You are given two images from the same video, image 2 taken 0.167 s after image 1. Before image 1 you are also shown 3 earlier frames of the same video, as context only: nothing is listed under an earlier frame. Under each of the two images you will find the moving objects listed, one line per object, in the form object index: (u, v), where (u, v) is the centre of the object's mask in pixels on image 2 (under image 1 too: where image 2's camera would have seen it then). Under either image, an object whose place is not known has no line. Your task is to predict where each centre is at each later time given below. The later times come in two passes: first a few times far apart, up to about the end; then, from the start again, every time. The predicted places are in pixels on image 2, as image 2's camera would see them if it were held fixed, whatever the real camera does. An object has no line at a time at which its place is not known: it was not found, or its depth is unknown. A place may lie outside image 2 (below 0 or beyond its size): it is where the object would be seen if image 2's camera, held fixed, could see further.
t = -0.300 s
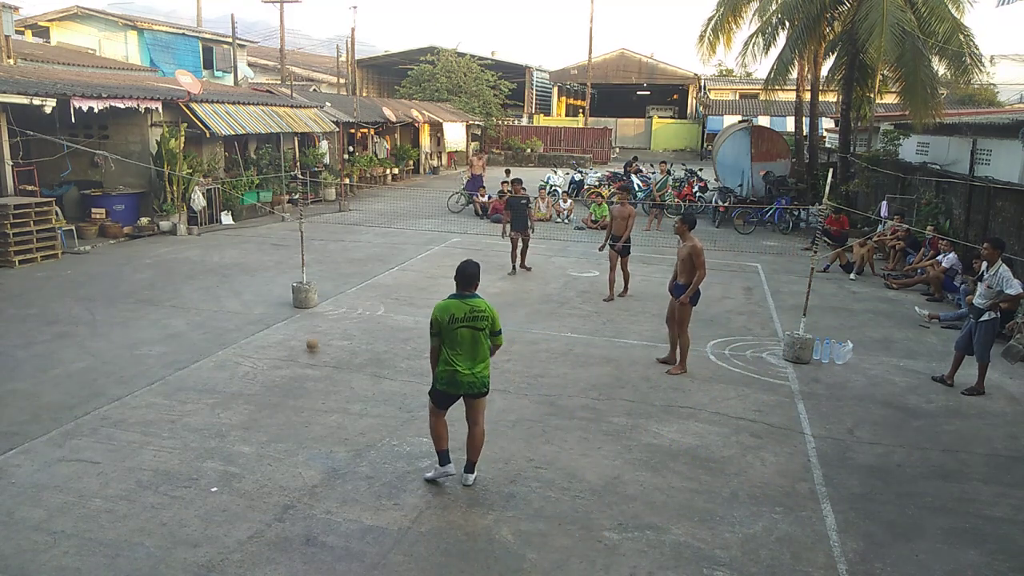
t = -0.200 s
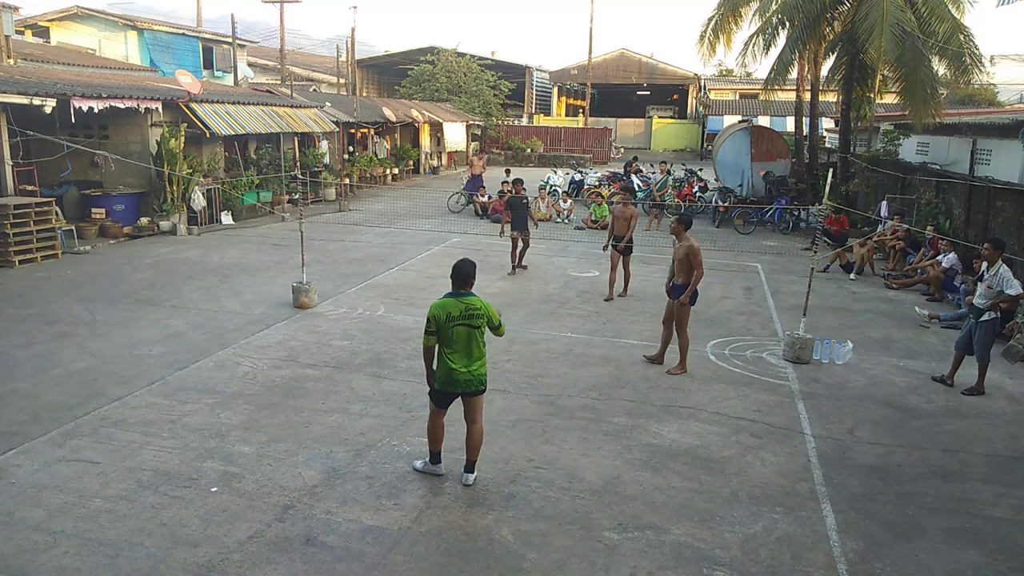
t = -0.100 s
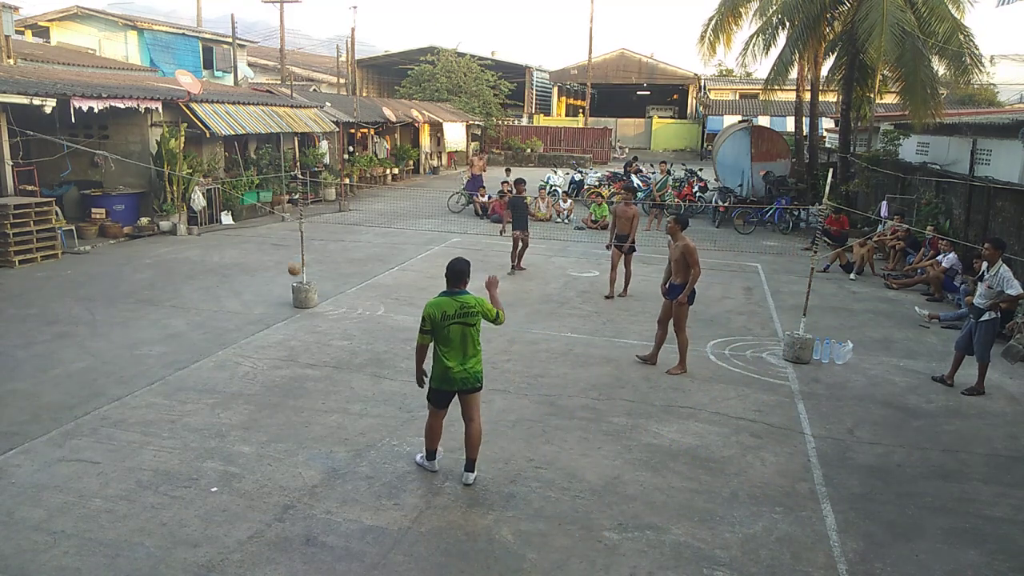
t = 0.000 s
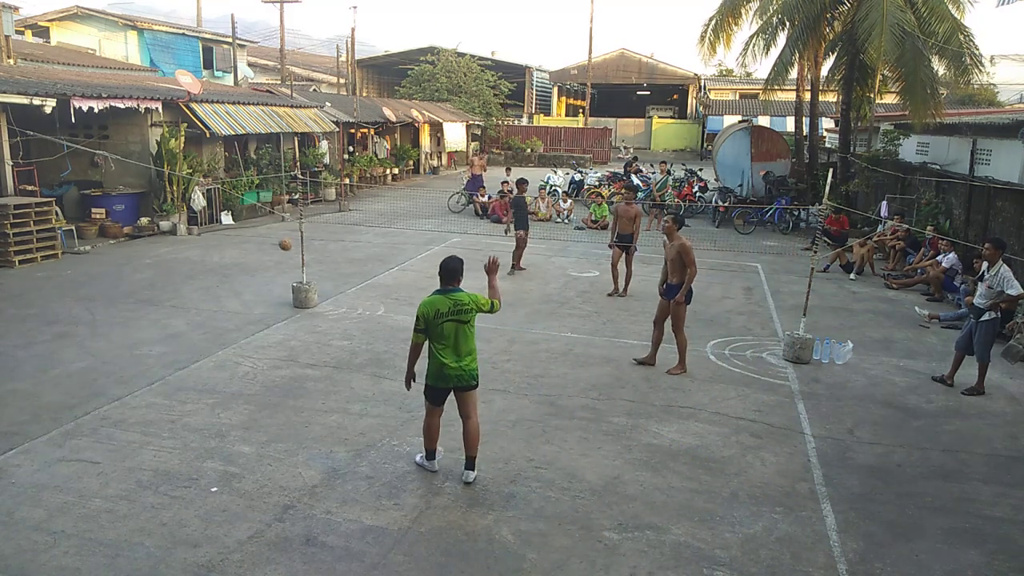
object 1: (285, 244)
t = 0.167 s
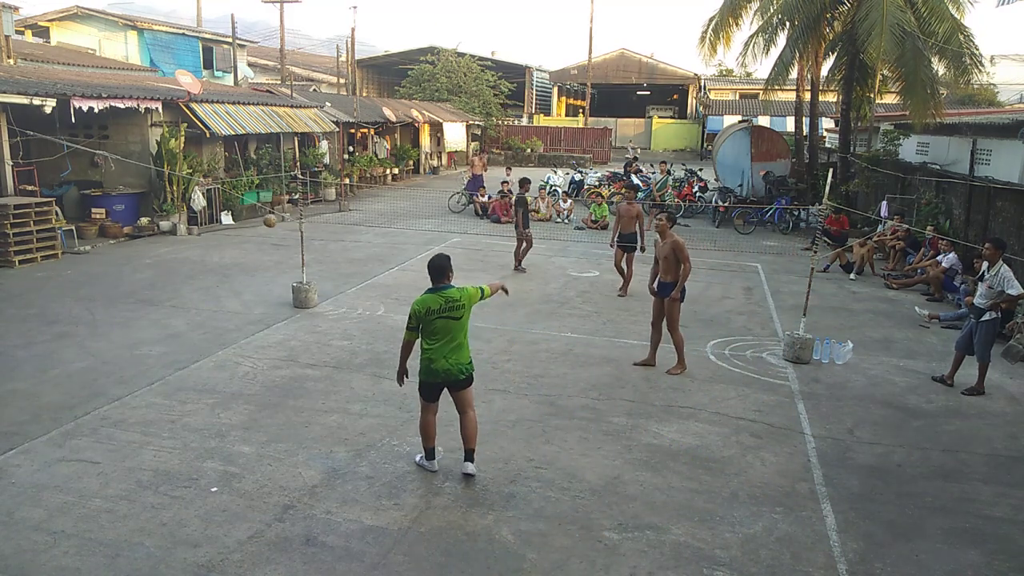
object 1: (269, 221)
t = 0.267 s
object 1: (260, 219)
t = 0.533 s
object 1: (238, 264)
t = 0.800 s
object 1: (219, 377)
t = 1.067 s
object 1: (187, 325)
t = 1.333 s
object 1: (158, 346)
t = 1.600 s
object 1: (134, 396)
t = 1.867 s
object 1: (116, 388)
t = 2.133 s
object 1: (100, 425)
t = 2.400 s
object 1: (79, 449)
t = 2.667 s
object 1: (56, 462)
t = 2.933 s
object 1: (29, 481)
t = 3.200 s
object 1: (7, 498)
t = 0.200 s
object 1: (266, 219)
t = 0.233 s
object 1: (263, 218)
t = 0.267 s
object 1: (260, 219)
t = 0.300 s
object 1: (258, 221)
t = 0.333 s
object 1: (255, 224)
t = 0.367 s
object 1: (252, 227)
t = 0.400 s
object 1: (248, 233)
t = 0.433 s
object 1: (246, 239)
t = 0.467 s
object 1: (243, 246)
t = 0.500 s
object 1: (241, 255)
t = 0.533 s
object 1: (238, 264)
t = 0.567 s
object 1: (235, 275)
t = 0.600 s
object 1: (233, 287)
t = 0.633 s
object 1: (230, 300)
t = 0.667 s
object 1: (228, 314)
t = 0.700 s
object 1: (225, 329)
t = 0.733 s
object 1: (223, 345)
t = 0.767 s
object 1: (221, 362)
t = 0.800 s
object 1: (219, 377)
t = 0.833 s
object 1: (215, 366)
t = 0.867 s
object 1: (211, 357)
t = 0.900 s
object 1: (207, 349)
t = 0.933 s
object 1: (203, 343)
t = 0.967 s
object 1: (199, 337)
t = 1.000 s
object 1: (195, 331)
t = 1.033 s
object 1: (191, 328)
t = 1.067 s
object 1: (187, 325)
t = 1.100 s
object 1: (184, 323)
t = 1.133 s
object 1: (180, 323)
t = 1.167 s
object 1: (176, 324)
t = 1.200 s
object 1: (172, 326)
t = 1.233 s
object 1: (169, 329)
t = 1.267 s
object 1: (165, 333)
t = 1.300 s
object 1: (162, 339)
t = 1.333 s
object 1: (158, 346)
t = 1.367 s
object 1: (155, 354)
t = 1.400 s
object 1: (151, 363)
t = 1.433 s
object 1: (148, 374)
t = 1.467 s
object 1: (145, 386)
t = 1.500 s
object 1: (142, 399)
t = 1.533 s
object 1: (139, 411)
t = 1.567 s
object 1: (136, 402)
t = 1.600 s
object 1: (134, 396)
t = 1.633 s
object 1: (131, 391)
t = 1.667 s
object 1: (128, 386)
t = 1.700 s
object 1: (126, 384)
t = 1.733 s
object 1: (124, 382)
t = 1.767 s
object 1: (122, 382)
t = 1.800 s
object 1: (120, 382)
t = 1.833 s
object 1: (118, 384)
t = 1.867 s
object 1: (116, 388)
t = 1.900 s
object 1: (114, 392)
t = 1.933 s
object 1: (112, 398)
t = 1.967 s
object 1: (111, 405)
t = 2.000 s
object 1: (109, 414)
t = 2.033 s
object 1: (107, 424)
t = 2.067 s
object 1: (106, 432)
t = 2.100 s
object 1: (103, 428)
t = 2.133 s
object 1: (100, 425)
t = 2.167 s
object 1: (97, 424)
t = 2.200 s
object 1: (94, 424)
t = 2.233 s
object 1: (92, 425)
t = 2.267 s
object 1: (89, 428)
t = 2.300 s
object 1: (86, 432)
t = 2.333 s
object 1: (84, 438)
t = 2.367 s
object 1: (82, 445)
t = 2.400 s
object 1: (79, 449)
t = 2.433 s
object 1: (76, 447)
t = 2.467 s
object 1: (73, 447)
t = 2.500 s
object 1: (70, 448)
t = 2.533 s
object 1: (67, 450)
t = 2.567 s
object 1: (65, 454)
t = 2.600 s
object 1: (61, 459)
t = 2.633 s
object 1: (58, 462)
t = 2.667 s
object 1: (56, 462)
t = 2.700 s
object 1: (52, 464)
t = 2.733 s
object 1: (49, 467)
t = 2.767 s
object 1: (47, 471)
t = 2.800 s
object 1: (43, 472)
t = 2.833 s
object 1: (40, 474)
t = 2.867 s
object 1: (37, 477)
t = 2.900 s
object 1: (33, 479)
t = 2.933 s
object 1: (29, 481)
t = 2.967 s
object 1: (26, 484)
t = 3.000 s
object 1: (23, 486)
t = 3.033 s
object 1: (20, 488)
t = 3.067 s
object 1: (16, 490)
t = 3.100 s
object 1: (13, 492)
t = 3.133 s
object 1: (10, 494)
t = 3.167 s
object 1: (9, 496)
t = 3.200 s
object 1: (7, 498)
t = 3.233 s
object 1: (5, 500)
